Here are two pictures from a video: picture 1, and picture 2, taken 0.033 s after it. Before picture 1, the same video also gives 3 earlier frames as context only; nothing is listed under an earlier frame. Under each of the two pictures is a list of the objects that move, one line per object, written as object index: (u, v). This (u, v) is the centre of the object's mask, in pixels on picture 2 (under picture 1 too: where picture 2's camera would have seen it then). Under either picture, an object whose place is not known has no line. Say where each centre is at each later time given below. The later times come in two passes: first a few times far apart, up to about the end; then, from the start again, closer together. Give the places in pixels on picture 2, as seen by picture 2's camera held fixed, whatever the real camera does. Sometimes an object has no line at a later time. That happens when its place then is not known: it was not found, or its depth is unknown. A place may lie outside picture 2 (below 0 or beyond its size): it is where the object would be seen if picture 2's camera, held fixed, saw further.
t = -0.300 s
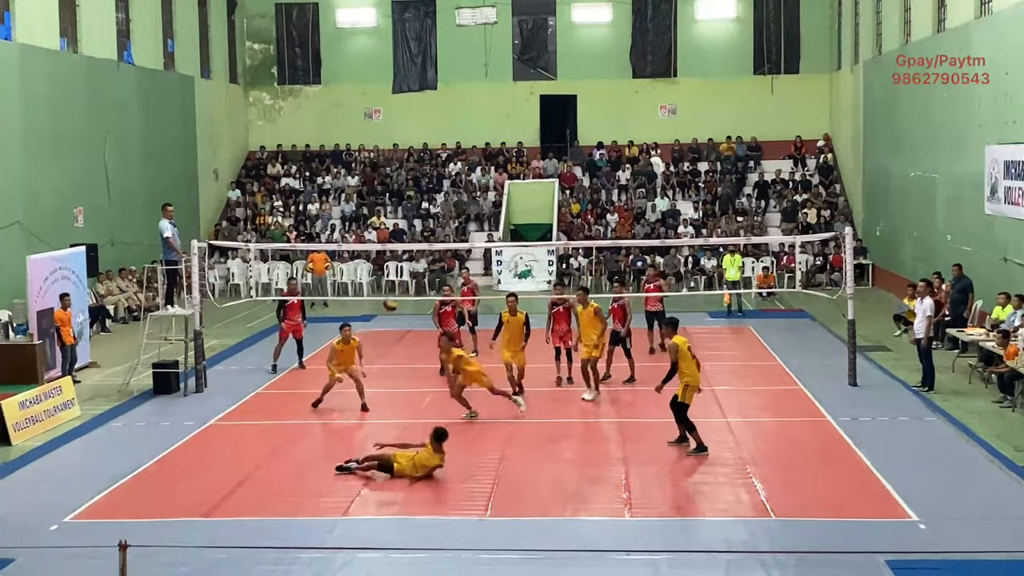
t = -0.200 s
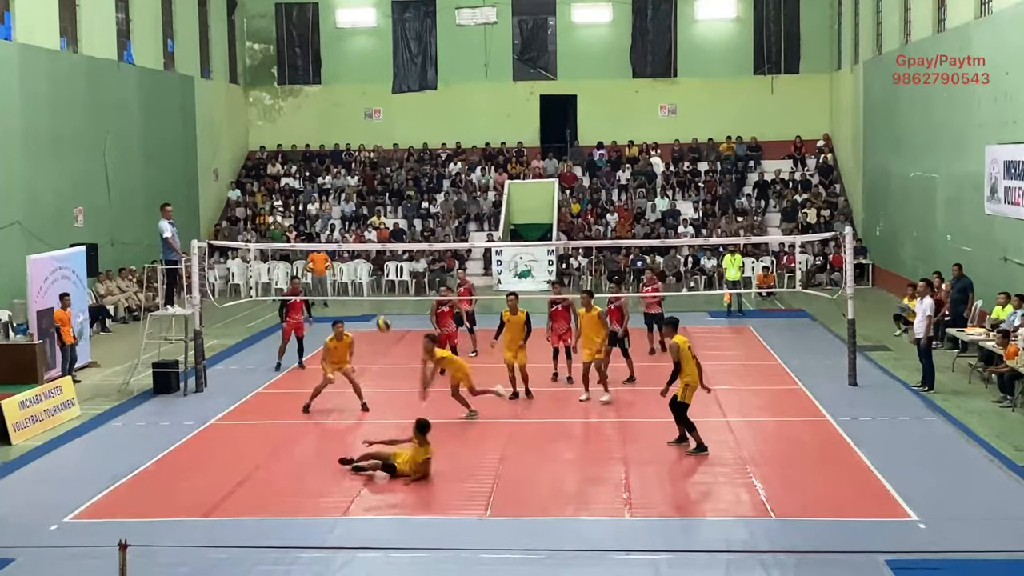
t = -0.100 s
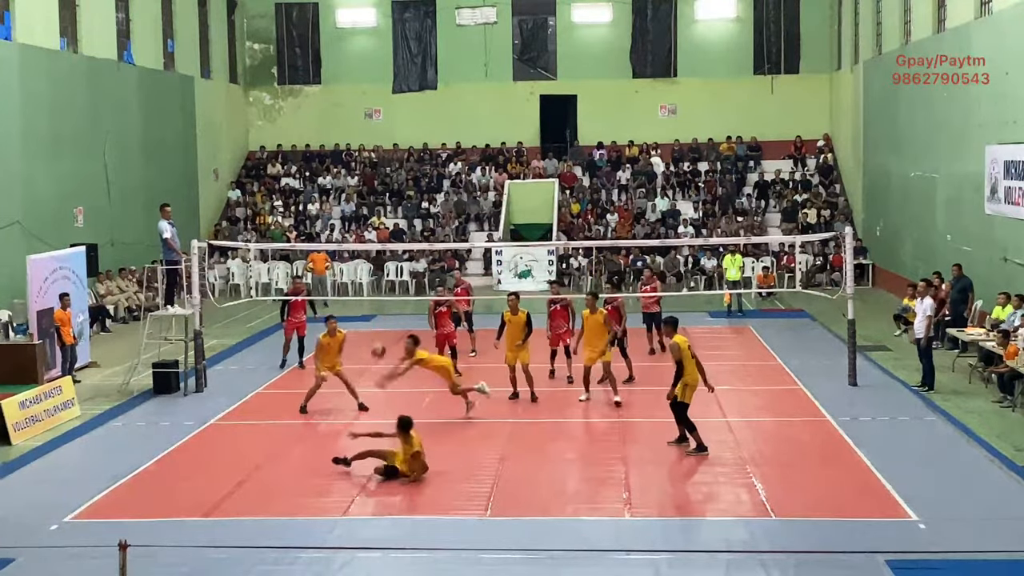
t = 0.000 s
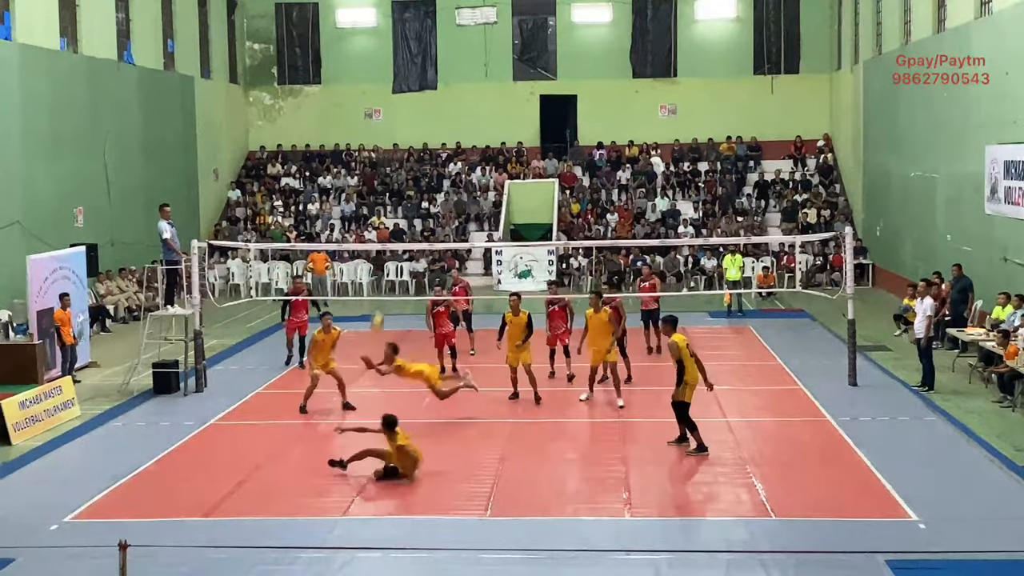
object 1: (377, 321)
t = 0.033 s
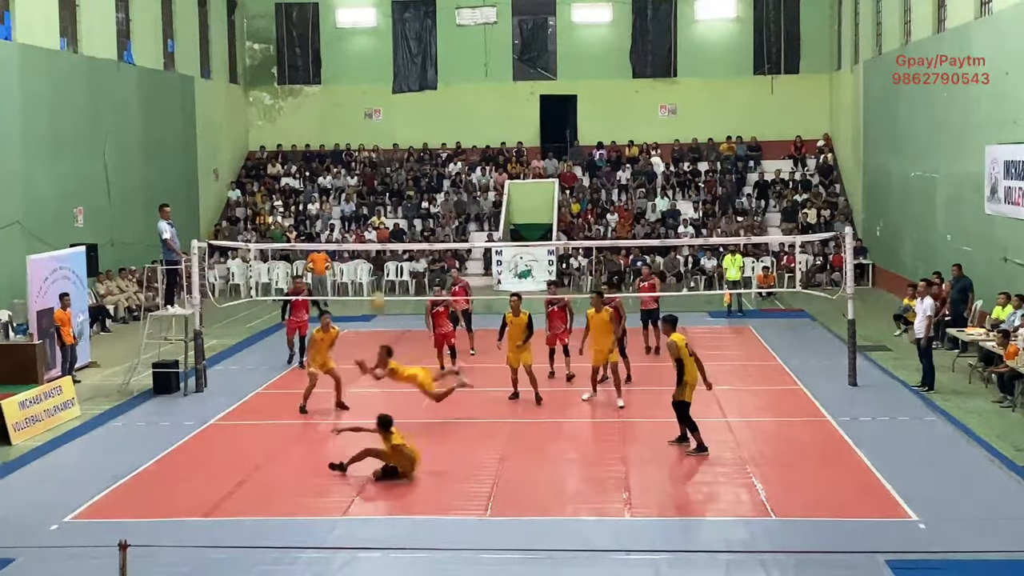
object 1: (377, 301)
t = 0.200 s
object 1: (382, 214)
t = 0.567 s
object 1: (395, 92)
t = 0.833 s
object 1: (407, 64)
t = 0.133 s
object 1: (381, 248)
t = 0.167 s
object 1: (382, 231)
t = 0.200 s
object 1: (382, 214)
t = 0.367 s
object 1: (388, 145)
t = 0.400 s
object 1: (389, 135)
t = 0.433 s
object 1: (391, 125)
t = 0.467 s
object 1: (392, 116)
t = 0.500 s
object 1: (393, 107)
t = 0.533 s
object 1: (394, 99)
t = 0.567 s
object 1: (395, 92)
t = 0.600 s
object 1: (397, 86)
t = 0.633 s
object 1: (399, 80)
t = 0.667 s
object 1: (401, 75)
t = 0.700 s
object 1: (402, 71)
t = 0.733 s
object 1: (403, 68)
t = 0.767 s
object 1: (404, 67)
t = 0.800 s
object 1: (405, 65)
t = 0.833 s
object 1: (407, 64)
